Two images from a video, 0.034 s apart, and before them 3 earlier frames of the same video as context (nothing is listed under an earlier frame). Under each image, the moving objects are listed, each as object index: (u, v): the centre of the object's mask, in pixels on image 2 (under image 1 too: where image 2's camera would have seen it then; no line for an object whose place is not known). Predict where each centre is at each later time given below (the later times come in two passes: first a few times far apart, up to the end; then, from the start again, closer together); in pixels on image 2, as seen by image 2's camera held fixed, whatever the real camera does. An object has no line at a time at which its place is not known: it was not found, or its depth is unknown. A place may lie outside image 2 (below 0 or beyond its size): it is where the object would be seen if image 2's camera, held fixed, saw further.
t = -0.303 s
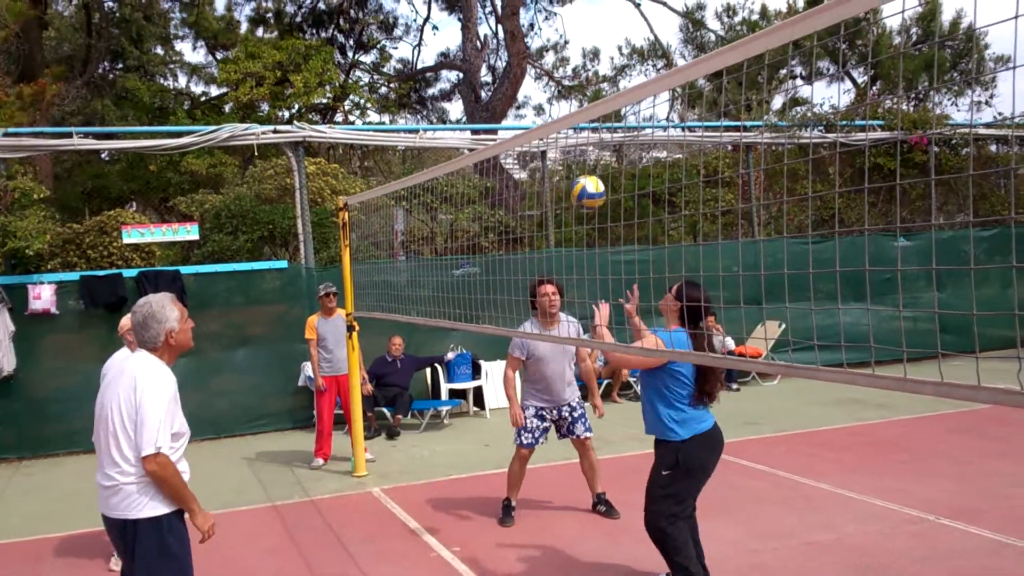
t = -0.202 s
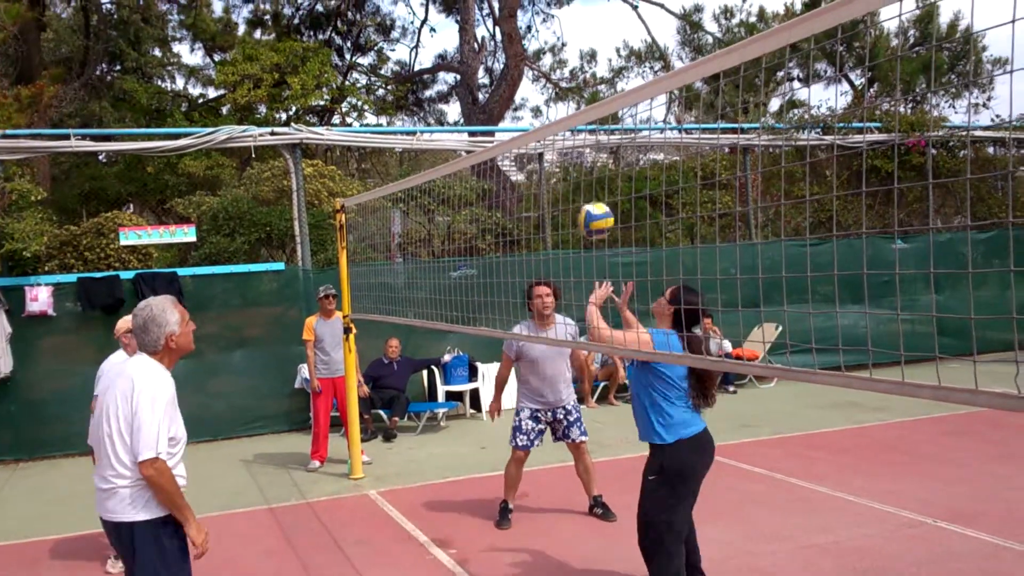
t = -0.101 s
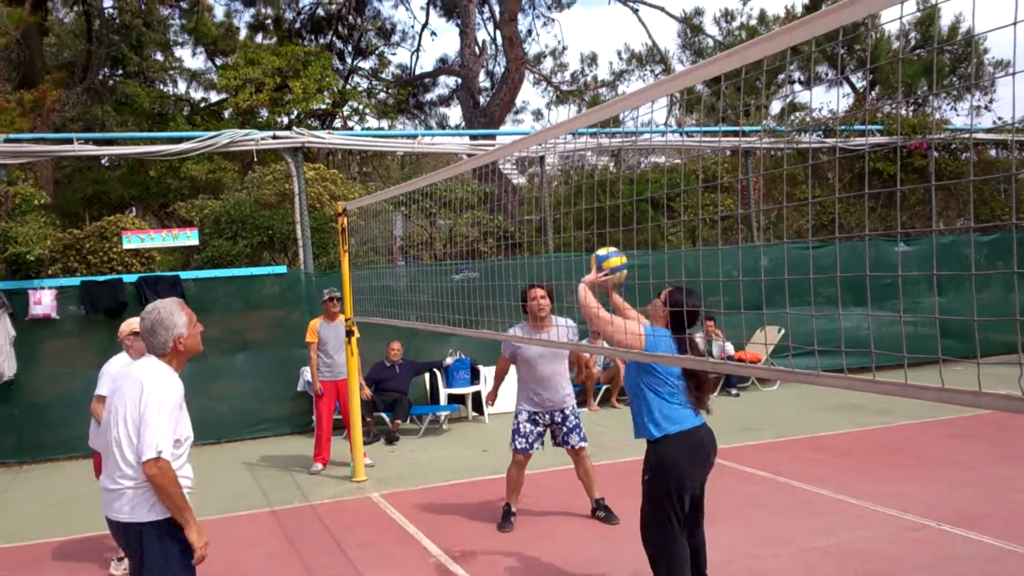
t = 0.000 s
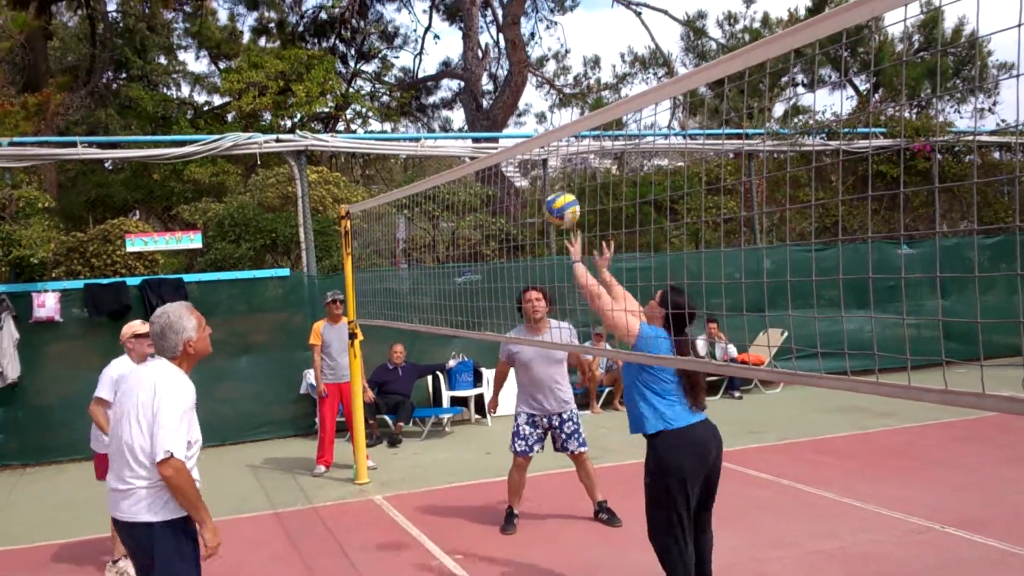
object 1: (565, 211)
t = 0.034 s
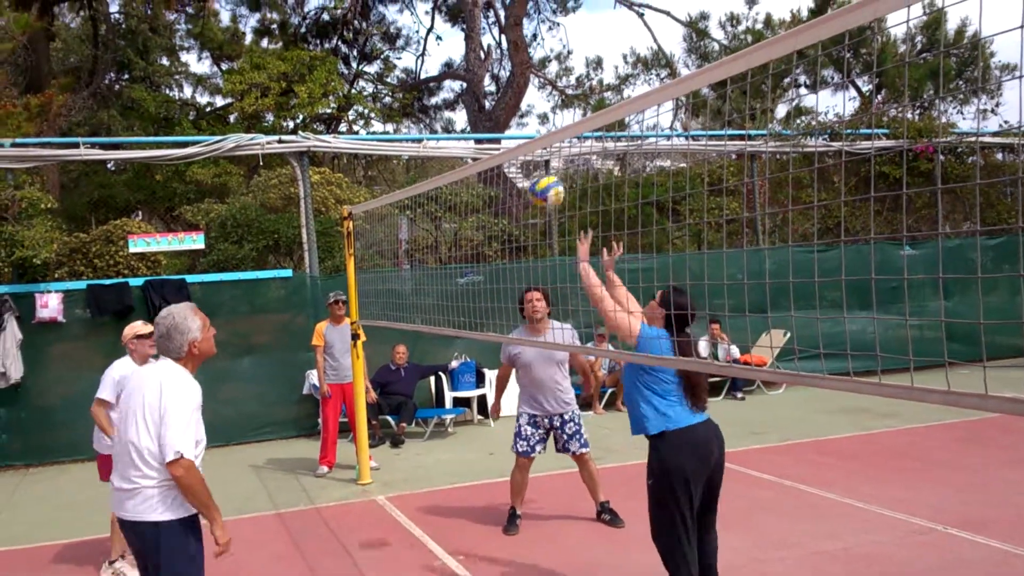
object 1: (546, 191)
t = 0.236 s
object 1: (446, 128)
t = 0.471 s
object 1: (350, 141)
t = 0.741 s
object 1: (263, 246)
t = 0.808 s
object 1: (243, 286)
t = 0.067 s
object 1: (529, 176)
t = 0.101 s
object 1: (513, 168)
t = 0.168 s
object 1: (477, 141)
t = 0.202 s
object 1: (462, 134)
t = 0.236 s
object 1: (446, 128)
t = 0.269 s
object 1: (432, 124)
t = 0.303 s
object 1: (417, 123)
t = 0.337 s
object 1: (403, 123)
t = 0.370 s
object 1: (389, 125)
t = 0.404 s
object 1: (376, 129)
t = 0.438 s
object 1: (363, 134)
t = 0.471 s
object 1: (350, 141)
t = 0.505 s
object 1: (338, 149)
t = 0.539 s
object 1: (327, 158)
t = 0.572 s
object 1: (316, 168)
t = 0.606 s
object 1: (304, 181)
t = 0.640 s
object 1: (294, 195)
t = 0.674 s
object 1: (283, 210)
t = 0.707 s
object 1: (273, 228)
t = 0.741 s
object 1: (263, 246)
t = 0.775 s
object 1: (253, 266)
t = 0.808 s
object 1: (243, 286)
